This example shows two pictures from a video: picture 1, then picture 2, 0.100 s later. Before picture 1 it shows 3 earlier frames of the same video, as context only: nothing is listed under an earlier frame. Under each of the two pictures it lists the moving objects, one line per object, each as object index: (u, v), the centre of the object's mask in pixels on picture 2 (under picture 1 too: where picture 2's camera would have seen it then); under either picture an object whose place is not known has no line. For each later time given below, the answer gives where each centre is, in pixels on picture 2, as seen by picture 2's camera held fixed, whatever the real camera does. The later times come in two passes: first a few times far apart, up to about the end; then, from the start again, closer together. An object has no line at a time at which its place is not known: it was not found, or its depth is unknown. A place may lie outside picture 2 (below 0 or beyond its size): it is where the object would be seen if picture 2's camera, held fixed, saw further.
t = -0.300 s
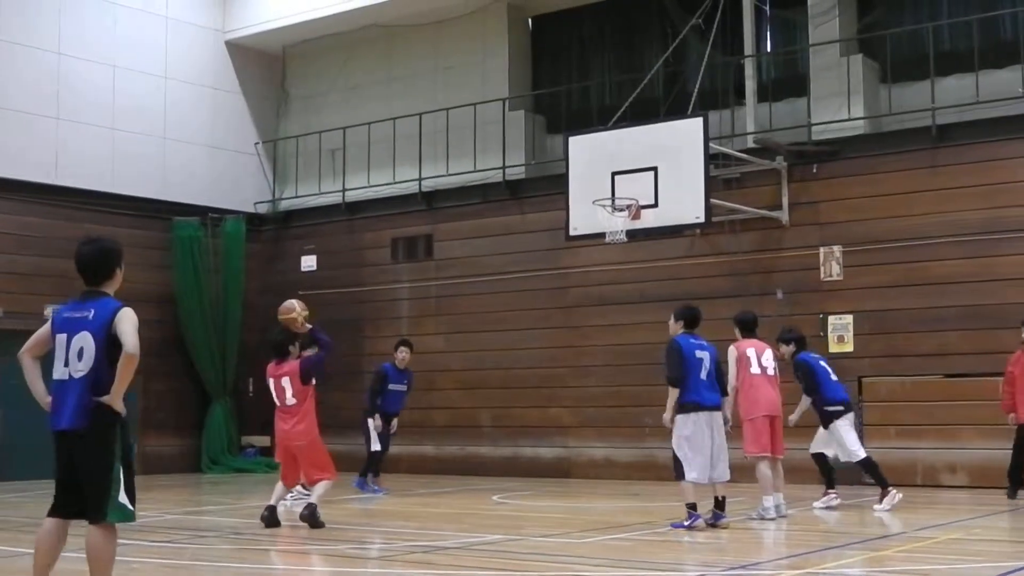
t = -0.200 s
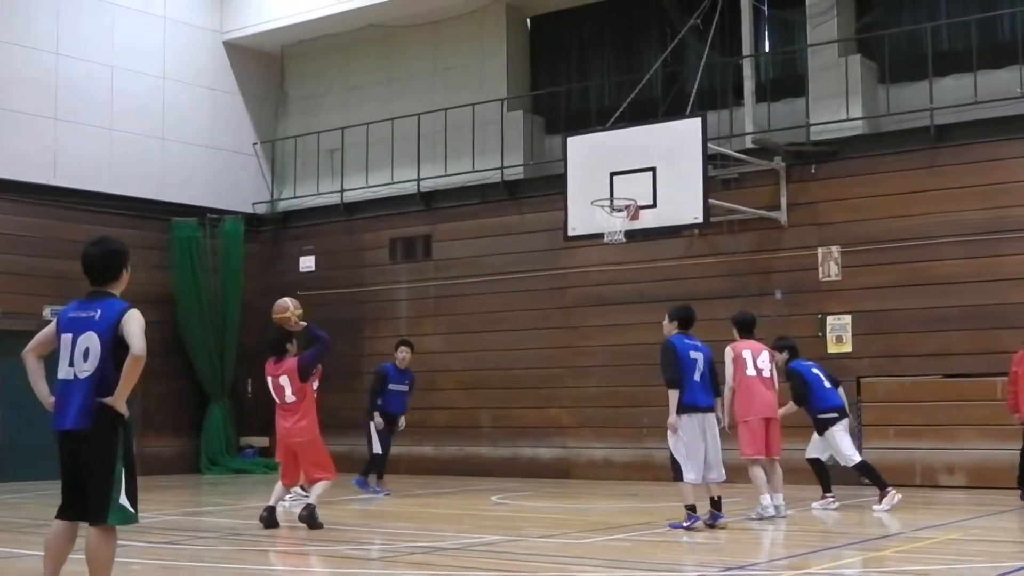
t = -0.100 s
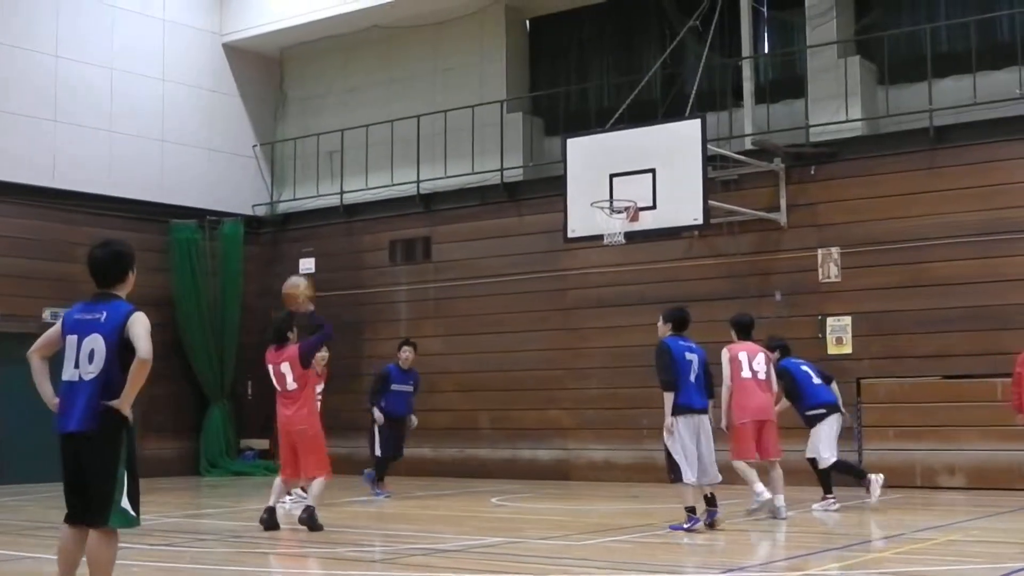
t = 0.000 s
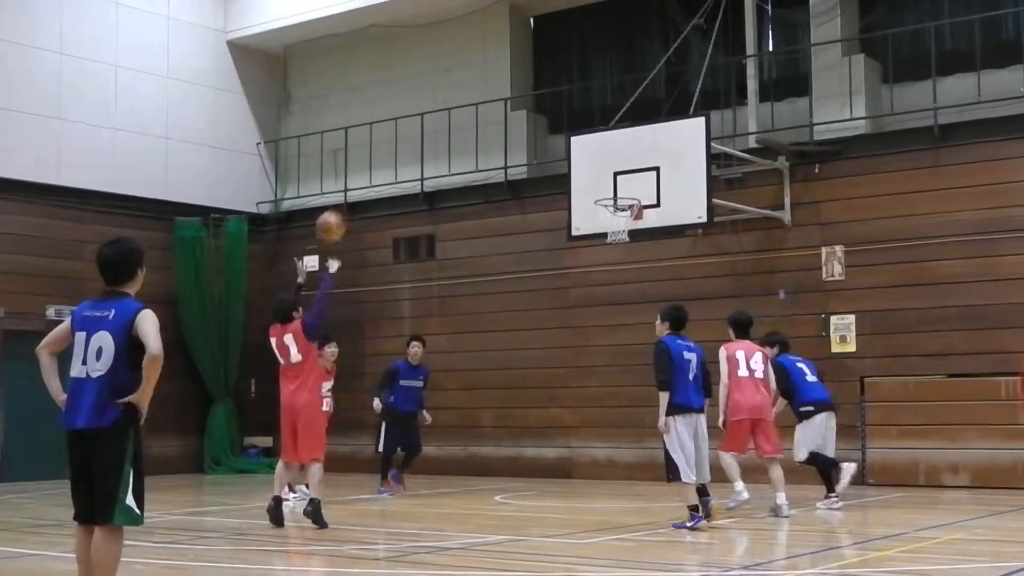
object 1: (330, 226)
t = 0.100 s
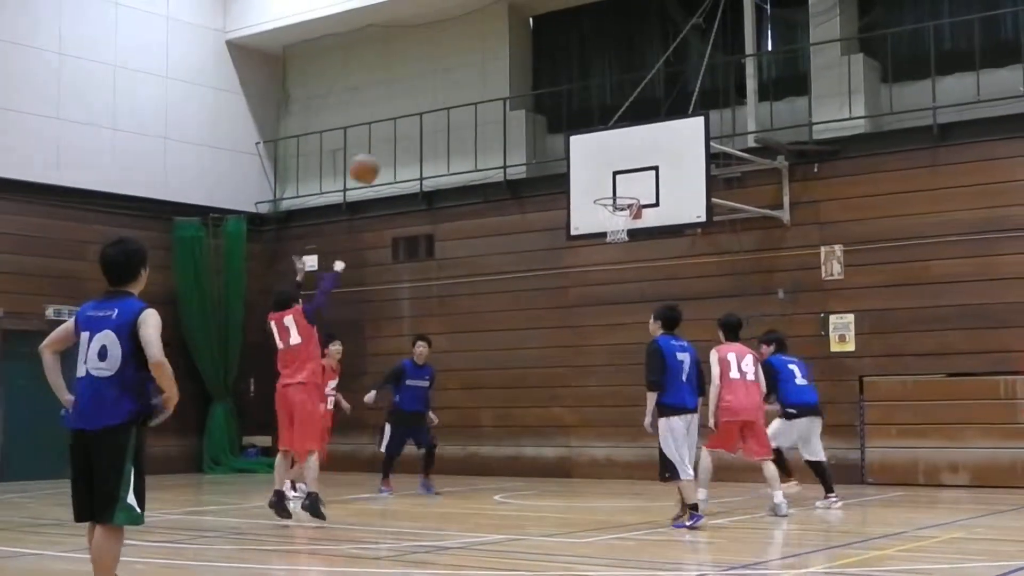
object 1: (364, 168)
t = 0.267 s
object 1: (419, 105)
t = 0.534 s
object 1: (492, 75)
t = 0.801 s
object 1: (560, 115)
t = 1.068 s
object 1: (607, 176)
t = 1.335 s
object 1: (618, 163)
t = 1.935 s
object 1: (609, 231)
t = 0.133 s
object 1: (374, 154)
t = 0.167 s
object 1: (388, 141)
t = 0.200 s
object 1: (397, 127)
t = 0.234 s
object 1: (407, 116)
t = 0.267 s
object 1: (419, 105)
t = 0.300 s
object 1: (428, 97)
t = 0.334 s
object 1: (438, 90)
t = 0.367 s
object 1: (447, 85)
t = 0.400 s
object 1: (457, 81)
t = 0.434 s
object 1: (466, 77)
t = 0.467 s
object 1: (475, 74)
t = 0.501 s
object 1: (484, 74)
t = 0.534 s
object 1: (492, 75)
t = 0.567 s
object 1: (500, 75)
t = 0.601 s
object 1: (510, 77)
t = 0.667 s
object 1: (527, 87)
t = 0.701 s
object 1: (535, 92)
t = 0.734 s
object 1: (543, 99)
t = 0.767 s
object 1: (552, 107)
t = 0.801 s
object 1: (560, 115)
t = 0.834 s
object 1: (567, 123)
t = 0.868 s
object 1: (574, 134)
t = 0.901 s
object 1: (582, 146)
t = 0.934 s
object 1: (589, 158)
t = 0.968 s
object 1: (597, 171)
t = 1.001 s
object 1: (604, 185)
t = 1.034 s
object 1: (606, 184)
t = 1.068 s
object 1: (607, 176)
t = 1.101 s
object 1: (608, 171)
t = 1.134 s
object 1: (610, 167)
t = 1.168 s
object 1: (611, 164)
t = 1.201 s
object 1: (612, 161)
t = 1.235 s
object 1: (614, 160)
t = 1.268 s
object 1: (615, 160)
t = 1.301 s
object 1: (616, 161)
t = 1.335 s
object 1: (618, 163)
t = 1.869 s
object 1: (609, 223)
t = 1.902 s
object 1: (610, 225)
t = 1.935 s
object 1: (609, 231)
